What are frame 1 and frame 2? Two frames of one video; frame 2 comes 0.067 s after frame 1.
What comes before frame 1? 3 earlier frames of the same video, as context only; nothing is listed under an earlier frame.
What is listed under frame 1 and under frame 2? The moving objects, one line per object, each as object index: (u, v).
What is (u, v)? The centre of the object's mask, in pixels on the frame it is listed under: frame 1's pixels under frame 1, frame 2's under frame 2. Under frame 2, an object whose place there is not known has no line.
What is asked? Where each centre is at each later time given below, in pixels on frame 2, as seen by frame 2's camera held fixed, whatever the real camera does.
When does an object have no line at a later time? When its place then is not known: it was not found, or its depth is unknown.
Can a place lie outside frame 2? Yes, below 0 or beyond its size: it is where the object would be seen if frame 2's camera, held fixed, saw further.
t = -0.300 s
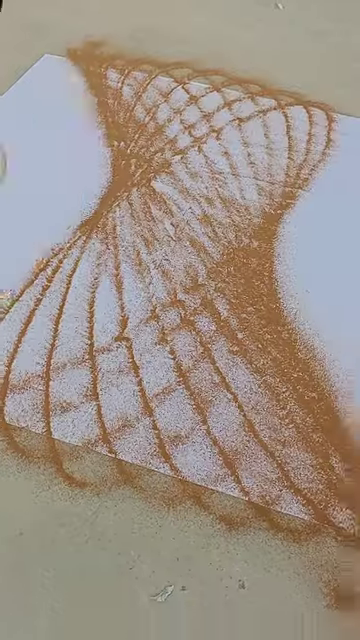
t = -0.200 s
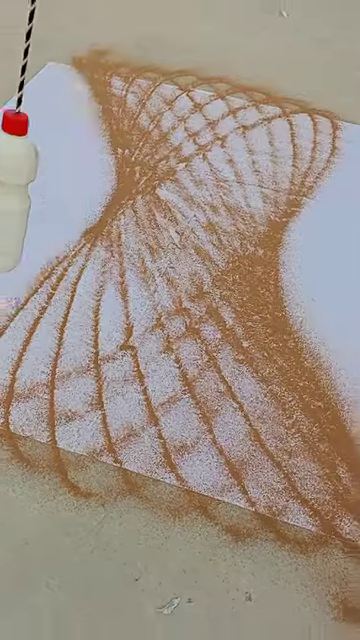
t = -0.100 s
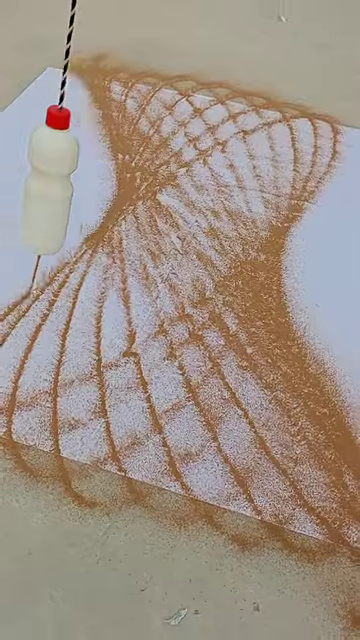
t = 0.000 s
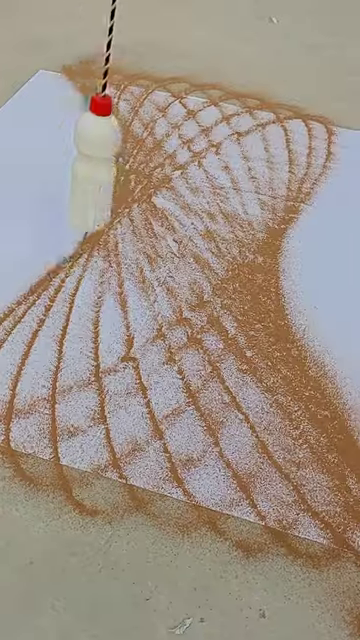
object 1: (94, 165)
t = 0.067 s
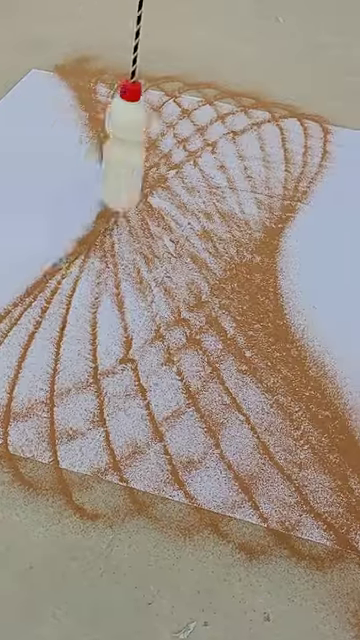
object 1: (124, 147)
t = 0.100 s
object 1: (141, 140)
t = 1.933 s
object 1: (250, 158)
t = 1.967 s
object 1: (218, 175)
